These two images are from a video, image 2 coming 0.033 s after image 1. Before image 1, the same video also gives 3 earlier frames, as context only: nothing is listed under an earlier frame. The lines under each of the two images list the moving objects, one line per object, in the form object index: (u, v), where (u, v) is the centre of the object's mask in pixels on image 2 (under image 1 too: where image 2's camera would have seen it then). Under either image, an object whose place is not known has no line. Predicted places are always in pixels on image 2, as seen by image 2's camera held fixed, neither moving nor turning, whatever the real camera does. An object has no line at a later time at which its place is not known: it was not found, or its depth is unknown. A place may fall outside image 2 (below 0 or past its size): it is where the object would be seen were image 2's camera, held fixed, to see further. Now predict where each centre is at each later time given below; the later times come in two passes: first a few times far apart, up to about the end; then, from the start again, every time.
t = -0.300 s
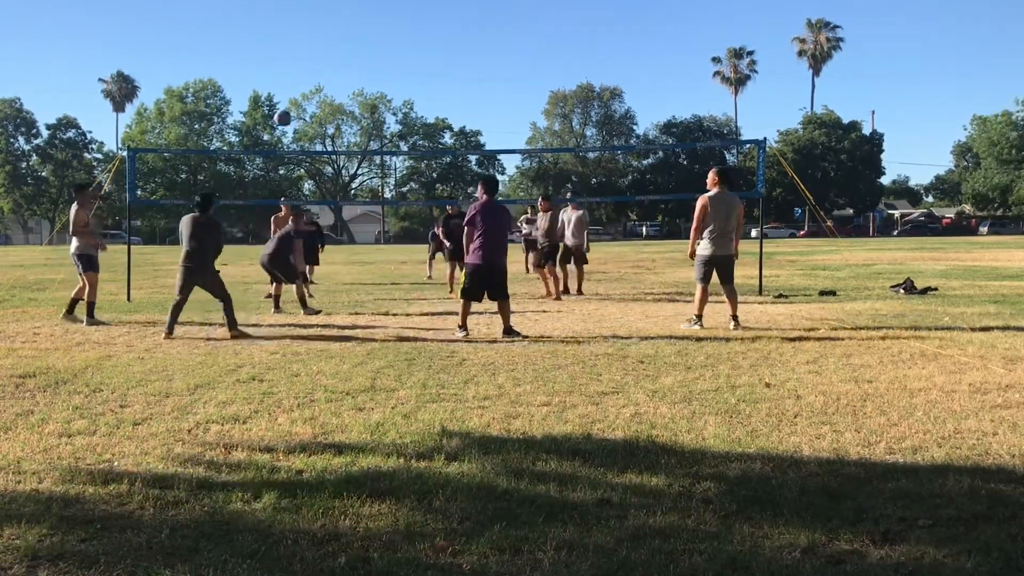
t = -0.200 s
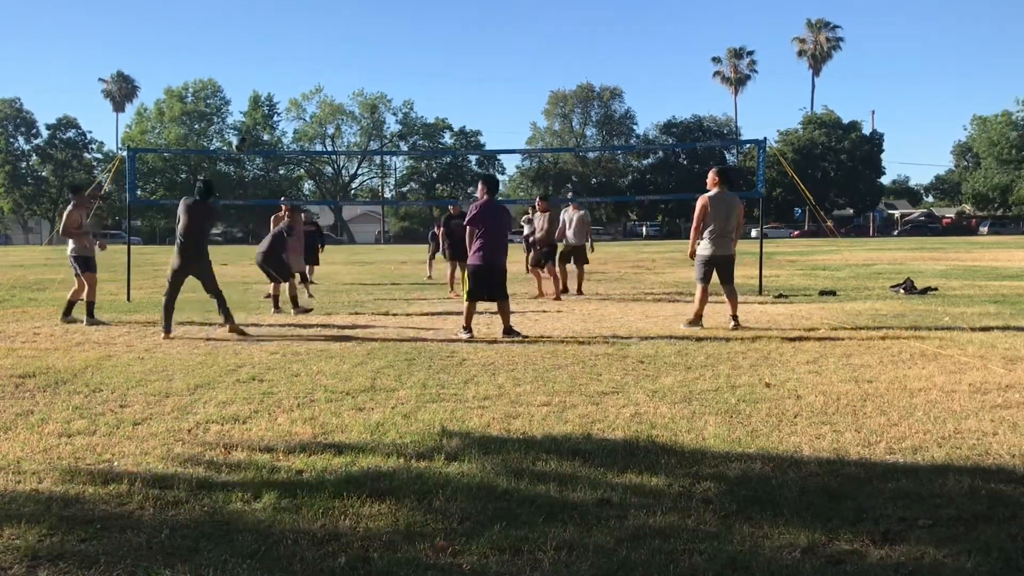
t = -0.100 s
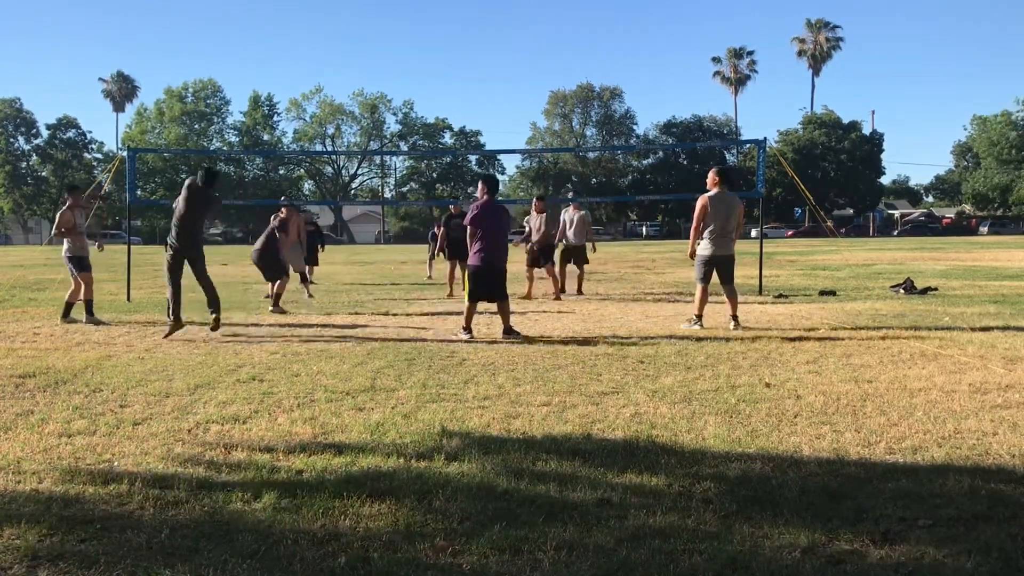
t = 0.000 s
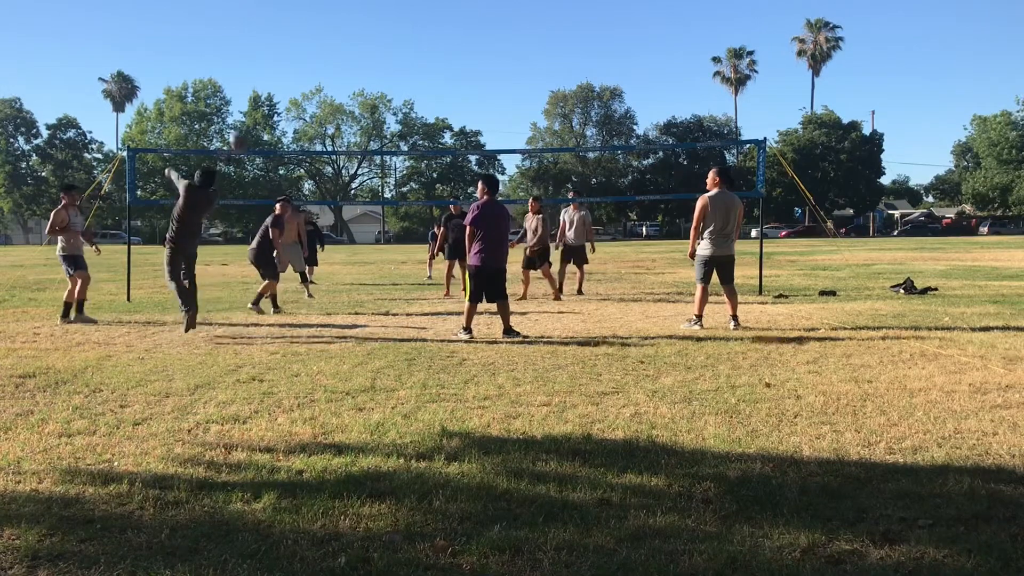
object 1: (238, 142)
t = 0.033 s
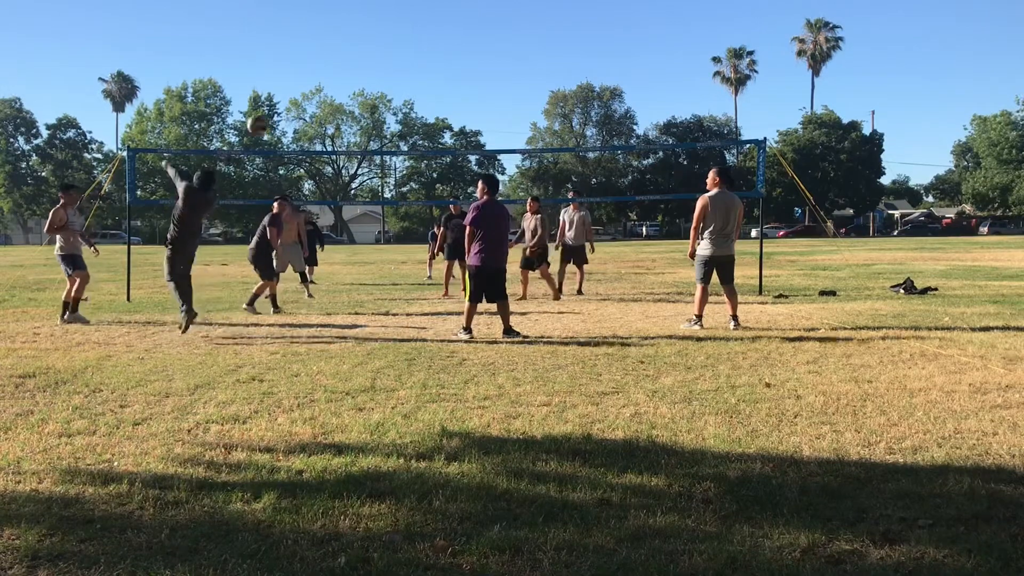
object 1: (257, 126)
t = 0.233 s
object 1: (364, 55)
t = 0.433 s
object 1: (472, 25)
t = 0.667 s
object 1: (601, 40)
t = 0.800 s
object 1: (673, 75)
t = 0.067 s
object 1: (275, 110)
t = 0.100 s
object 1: (293, 98)
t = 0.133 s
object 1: (311, 86)
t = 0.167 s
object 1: (328, 74)
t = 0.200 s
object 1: (346, 64)
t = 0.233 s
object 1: (364, 55)
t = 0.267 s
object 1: (382, 47)
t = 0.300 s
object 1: (400, 41)
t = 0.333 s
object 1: (418, 35)
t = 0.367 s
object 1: (436, 31)
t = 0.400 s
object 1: (454, 27)
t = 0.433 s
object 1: (472, 25)
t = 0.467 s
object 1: (490, 24)
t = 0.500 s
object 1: (508, 24)
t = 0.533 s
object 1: (527, 25)
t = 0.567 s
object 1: (545, 27)
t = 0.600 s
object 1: (563, 30)
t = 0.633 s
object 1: (582, 34)
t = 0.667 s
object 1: (601, 40)
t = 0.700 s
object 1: (618, 47)
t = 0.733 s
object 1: (637, 55)
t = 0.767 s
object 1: (655, 64)
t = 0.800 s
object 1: (673, 75)
